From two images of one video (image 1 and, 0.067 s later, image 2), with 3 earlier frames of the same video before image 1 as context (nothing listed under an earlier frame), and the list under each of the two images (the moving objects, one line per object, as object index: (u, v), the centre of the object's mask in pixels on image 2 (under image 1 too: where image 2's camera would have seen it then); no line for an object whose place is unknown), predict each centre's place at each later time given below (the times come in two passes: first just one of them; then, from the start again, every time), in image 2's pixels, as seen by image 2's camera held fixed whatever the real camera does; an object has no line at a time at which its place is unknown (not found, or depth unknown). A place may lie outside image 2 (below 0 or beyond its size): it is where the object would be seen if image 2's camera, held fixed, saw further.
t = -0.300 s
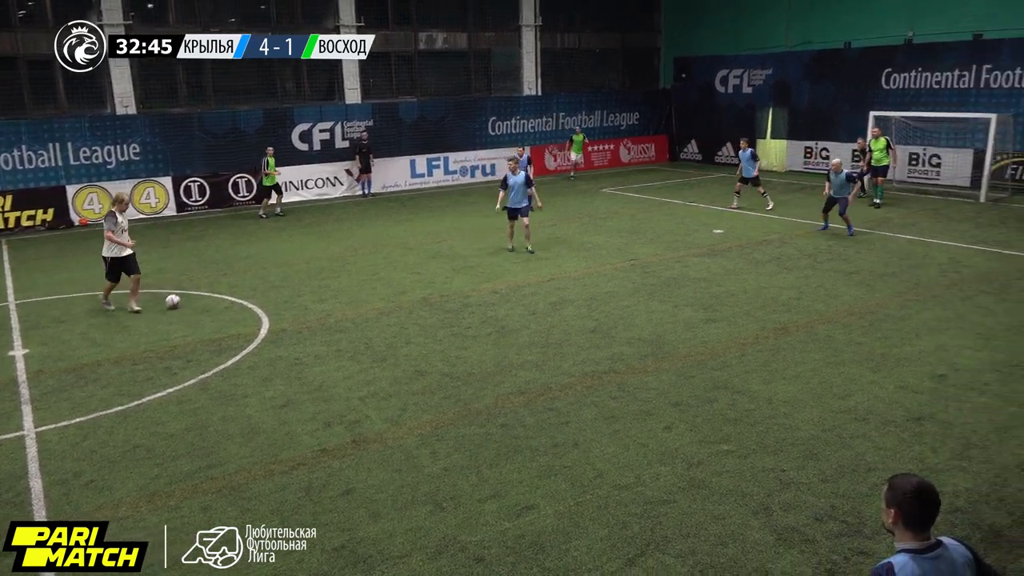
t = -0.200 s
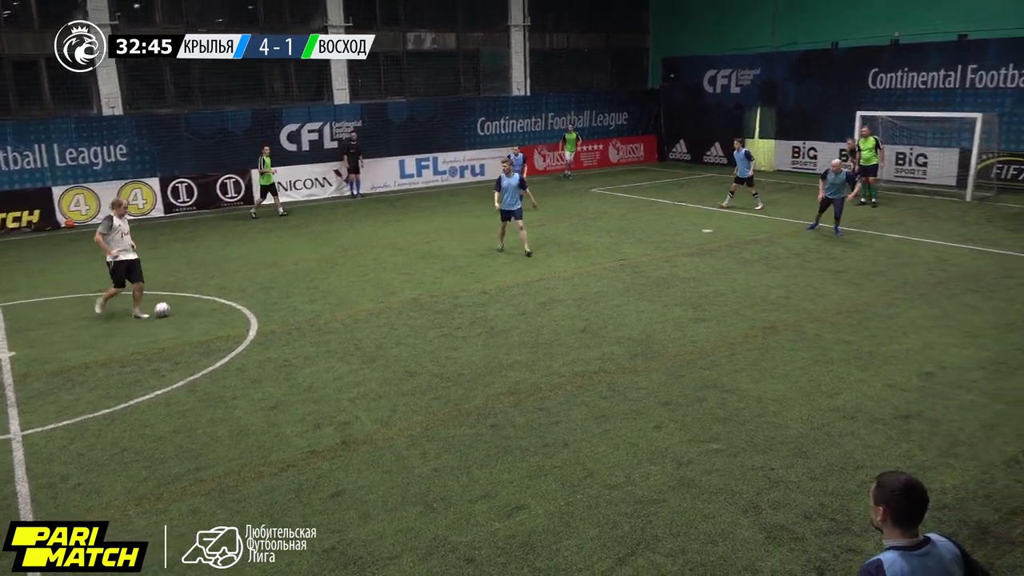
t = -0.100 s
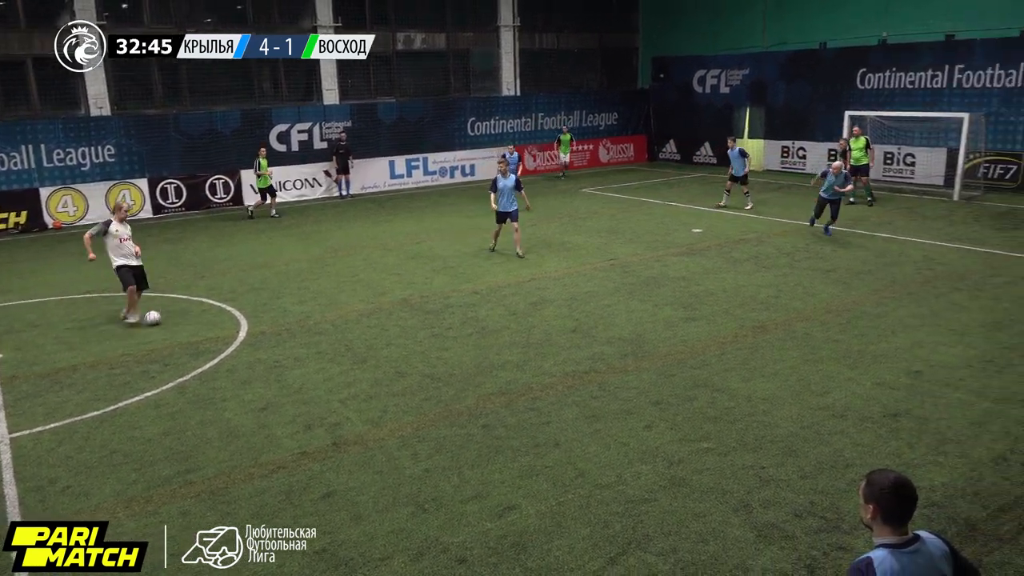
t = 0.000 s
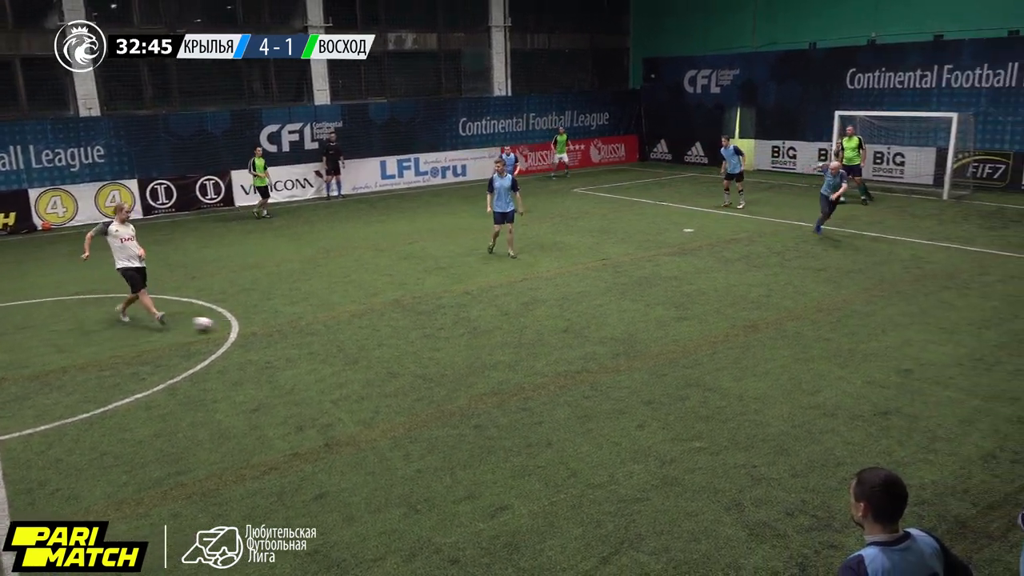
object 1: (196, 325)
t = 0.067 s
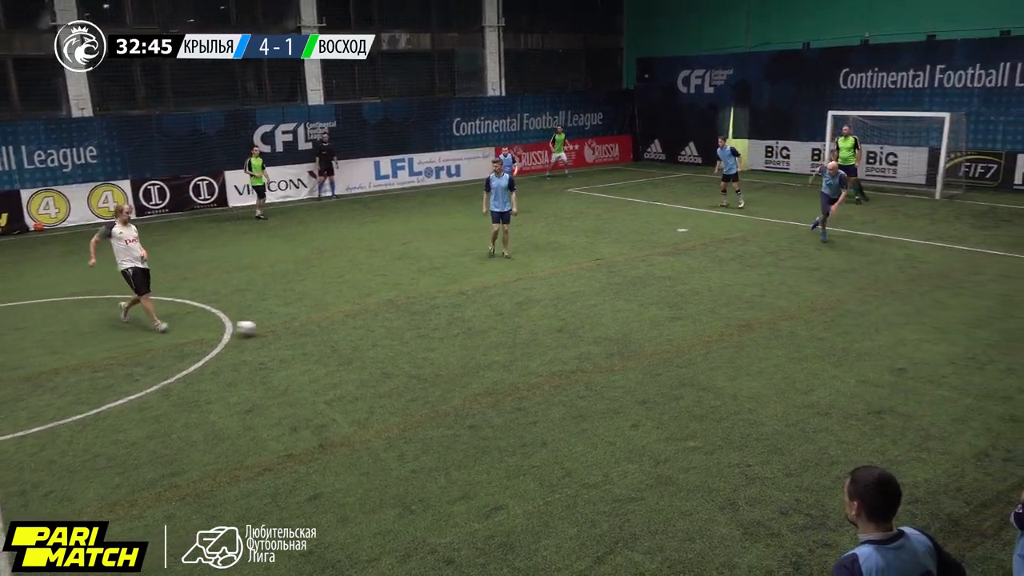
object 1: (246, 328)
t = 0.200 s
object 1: (342, 337)
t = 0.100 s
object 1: (270, 331)
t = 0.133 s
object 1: (294, 333)
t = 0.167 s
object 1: (318, 335)
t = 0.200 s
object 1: (342, 337)
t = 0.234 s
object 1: (366, 339)
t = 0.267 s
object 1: (390, 341)
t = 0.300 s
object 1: (413, 343)
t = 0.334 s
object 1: (436, 345)
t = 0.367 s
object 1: (459, 347)
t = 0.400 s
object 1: (482, 349)
